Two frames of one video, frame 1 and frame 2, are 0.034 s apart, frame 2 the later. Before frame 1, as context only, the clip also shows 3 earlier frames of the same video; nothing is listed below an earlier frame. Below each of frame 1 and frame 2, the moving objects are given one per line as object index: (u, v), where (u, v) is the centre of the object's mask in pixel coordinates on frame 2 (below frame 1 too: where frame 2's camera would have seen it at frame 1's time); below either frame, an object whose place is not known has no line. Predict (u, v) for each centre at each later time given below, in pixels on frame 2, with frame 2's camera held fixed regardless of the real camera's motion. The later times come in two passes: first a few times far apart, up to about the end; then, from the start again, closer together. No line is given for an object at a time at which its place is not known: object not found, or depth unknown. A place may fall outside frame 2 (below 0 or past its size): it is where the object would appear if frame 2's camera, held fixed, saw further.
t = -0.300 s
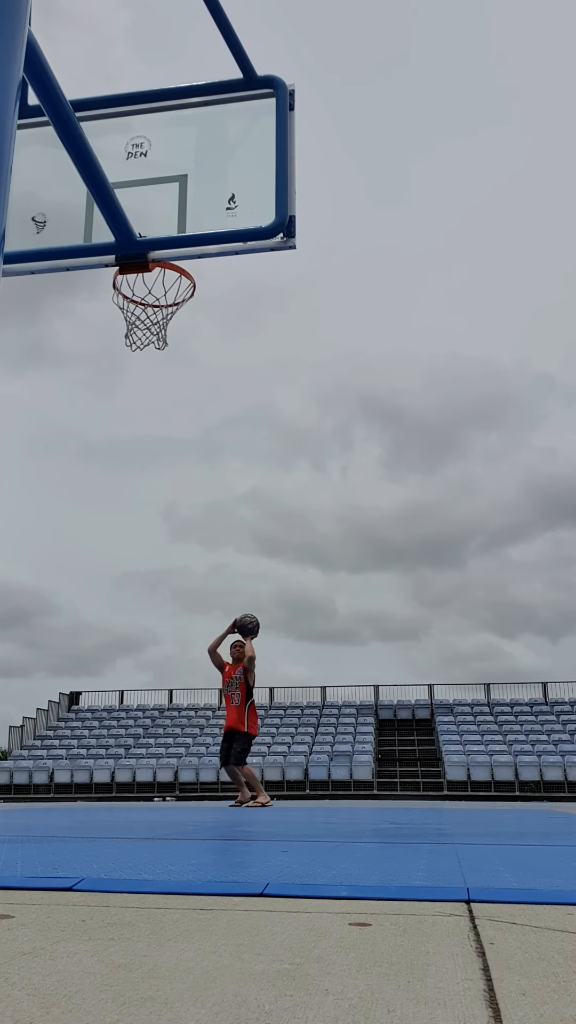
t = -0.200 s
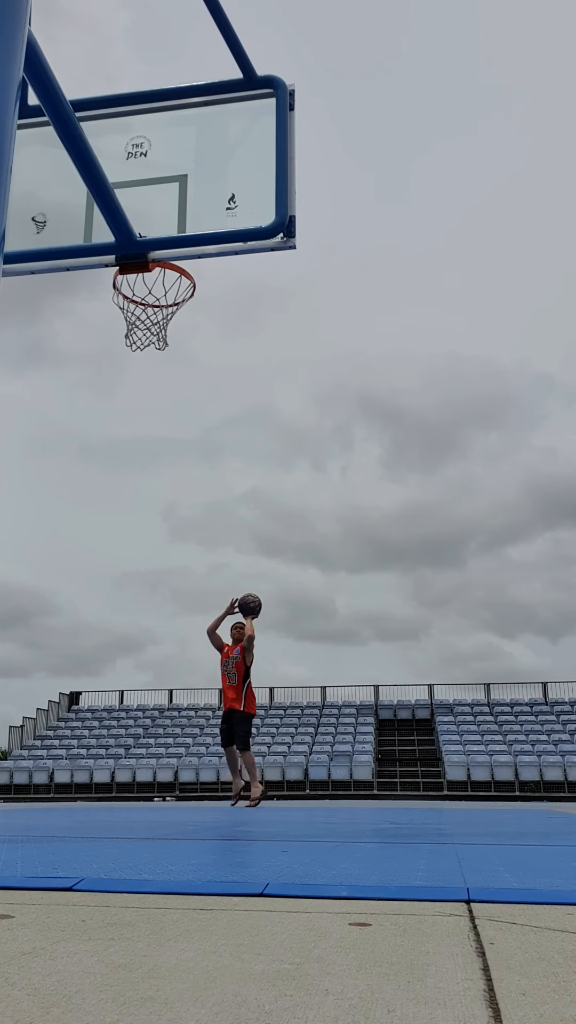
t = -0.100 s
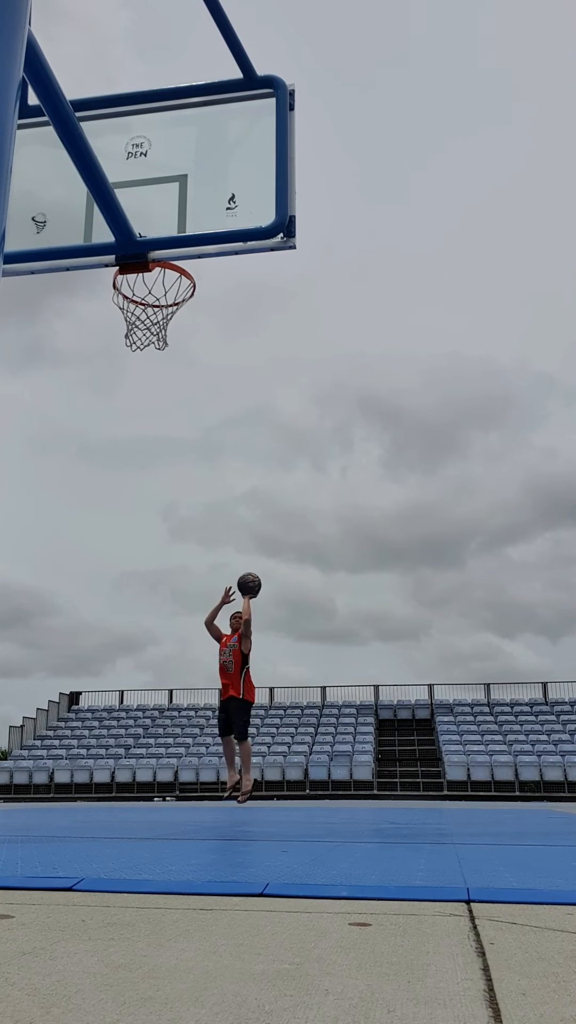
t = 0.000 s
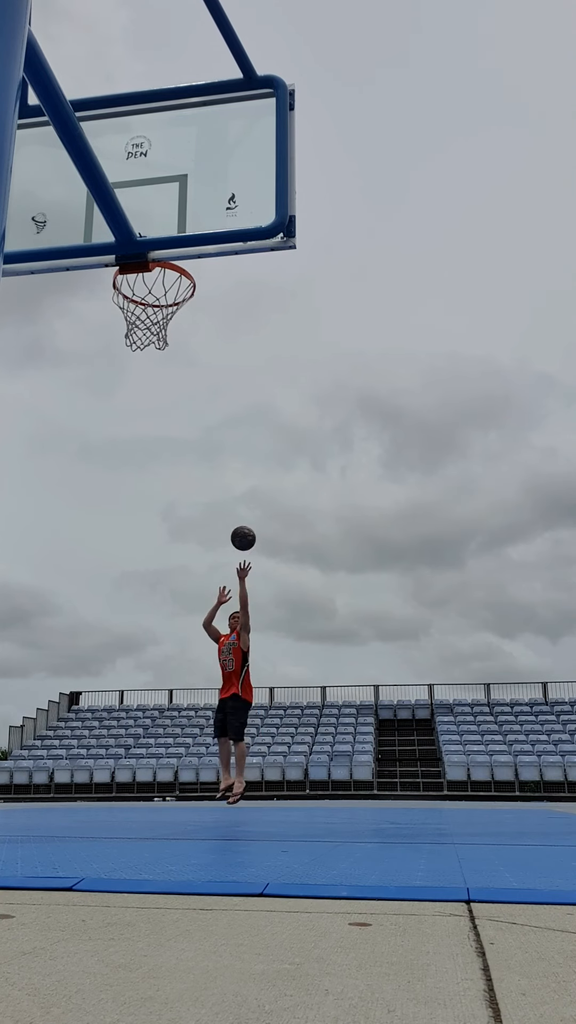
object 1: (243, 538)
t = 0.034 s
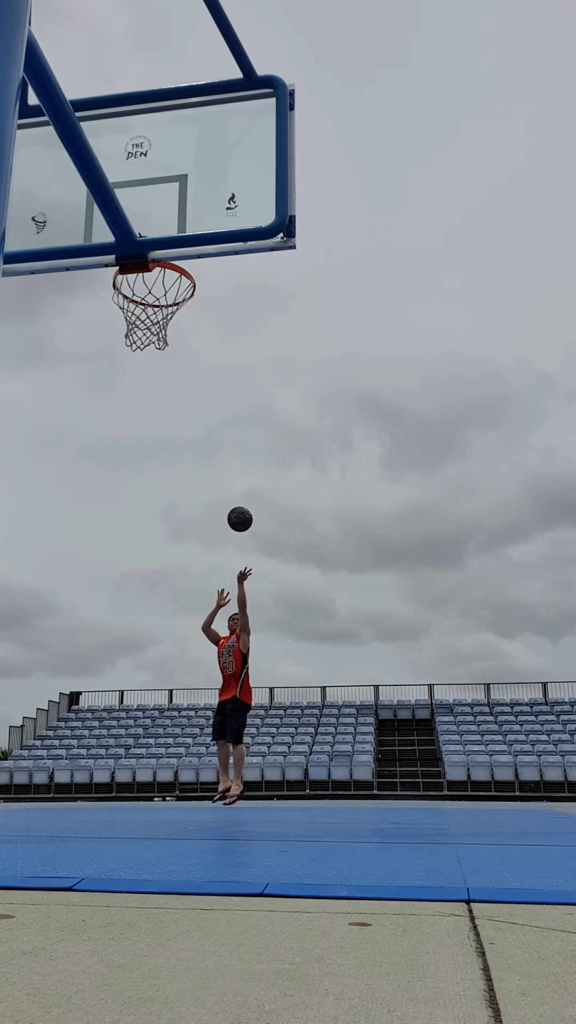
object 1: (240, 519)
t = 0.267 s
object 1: (213, 401)
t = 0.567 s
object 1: (159, 297)
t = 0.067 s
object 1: (236, 501)
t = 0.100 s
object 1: (233, 482)
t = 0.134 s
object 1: (229, 465)
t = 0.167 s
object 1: (225, 448)
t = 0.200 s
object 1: (221, 432)
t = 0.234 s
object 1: (217, 416)
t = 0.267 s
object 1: (213, 401)
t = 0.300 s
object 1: (208, 387)
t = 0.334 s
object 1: (203, 373)
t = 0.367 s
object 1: (198, 360)
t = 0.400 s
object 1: (192, 348)
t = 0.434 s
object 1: (186, 337)
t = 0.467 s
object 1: (181, 327)
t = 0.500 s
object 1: (174, 316)
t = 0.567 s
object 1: (159, 297)
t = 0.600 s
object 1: (151, 291)
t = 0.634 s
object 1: (143, 288)
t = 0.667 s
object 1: (137, 284)
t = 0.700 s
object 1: (134, 279)
